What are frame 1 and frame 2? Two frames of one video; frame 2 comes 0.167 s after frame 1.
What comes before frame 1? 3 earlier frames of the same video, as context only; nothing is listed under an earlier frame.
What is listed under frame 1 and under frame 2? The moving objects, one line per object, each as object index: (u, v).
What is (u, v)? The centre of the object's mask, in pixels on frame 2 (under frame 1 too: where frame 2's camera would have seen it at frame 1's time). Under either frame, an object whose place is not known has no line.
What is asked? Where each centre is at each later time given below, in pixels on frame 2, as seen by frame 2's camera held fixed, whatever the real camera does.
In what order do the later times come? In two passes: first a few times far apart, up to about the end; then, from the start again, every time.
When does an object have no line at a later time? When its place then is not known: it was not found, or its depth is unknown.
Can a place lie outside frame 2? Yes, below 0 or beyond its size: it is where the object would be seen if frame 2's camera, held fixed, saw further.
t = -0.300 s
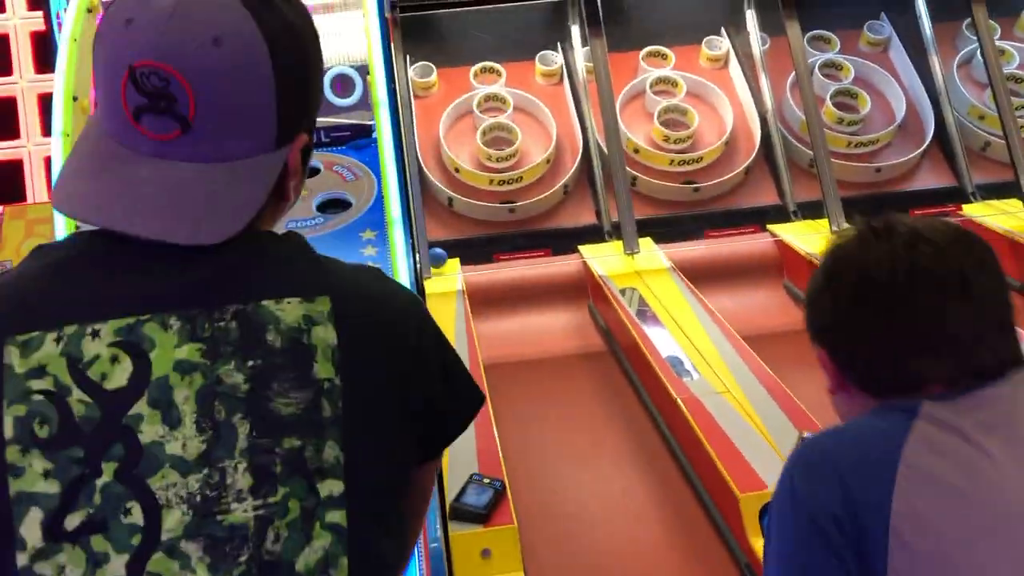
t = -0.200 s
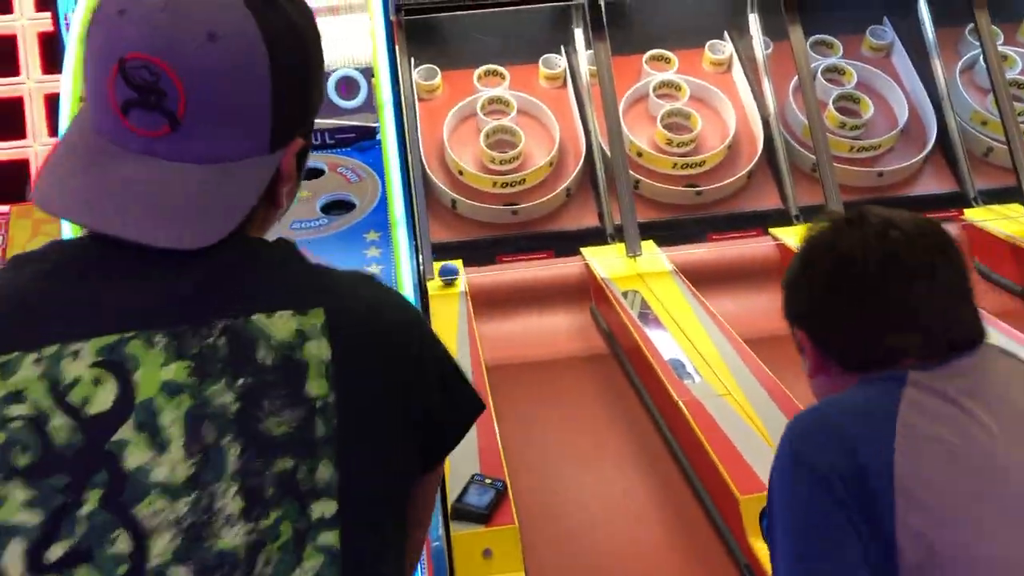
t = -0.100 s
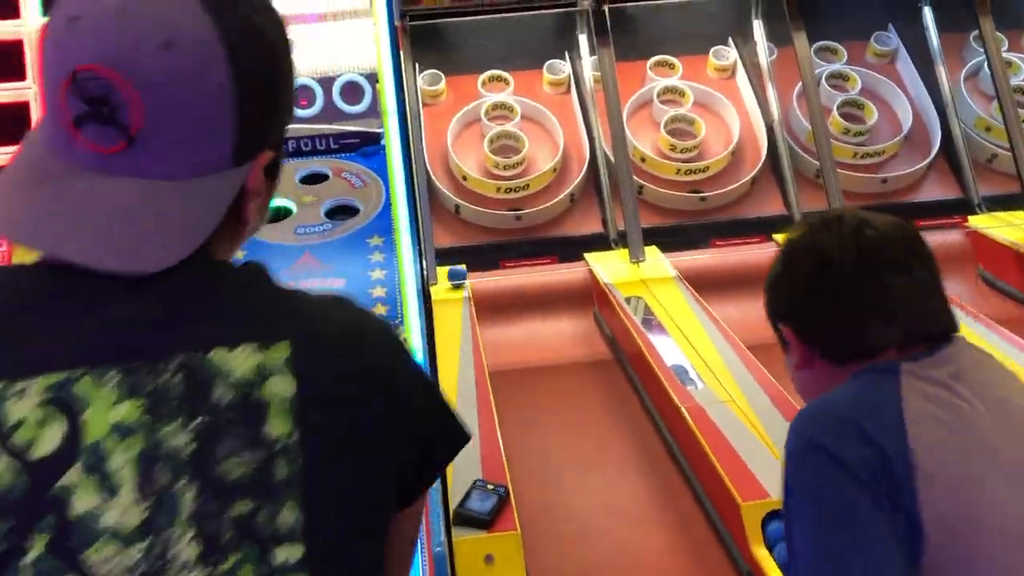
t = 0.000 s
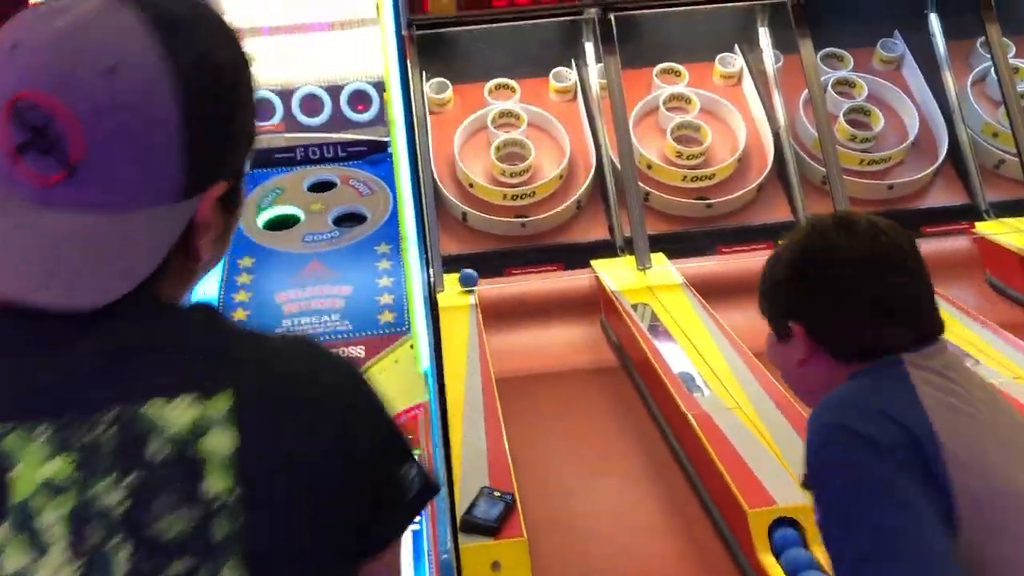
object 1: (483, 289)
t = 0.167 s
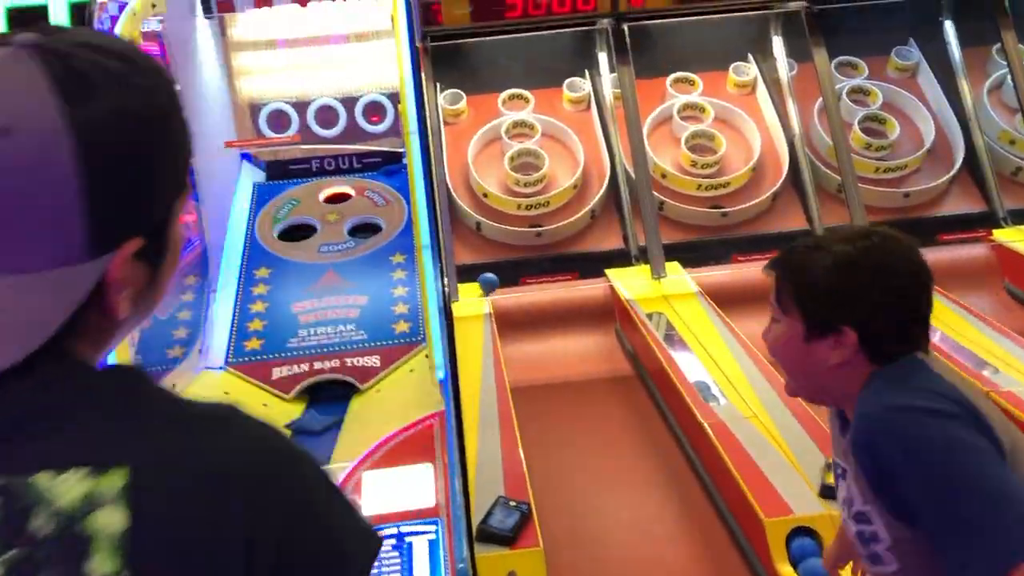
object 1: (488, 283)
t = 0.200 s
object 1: (490, 282)
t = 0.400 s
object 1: (508, 285)
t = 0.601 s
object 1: (522, 282)
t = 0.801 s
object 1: (538, 294)
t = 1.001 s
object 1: (563, 347)
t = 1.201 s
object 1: (589, 381)
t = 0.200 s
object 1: (490, 282)
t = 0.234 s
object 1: (492, 281)
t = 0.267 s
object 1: (495, 282)
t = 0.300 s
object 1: (498, 284)
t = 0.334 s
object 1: (502, 286)
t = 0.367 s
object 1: (505, 285)
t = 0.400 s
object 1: (508, 285)
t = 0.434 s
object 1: (510, 284)
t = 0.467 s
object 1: (513, 283)
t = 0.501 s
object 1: (515, 283)
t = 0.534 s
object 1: (517, 282)
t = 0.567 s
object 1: (520, 282)
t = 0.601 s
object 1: (522, 282)
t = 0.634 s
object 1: (525, 283)
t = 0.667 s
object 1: (528, 284)
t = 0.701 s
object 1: (530, 285)
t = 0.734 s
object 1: (533, 290)
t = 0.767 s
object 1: (536, 292)
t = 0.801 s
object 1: (538, 294)
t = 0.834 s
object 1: (542, 301)
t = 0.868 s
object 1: (547, 309)
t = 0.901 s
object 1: (551, 319)
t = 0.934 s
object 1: (555, 333)
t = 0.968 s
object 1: (559, 340)
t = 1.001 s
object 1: (563, 347)
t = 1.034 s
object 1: (567, 354)
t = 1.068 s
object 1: (572, 358)
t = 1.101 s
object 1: (575, 364)
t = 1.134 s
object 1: (580, 369)
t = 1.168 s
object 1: (585, 375)
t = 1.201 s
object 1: (589, 381)
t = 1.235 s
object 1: (594, 386)
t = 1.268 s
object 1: (599, 392)
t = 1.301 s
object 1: (605, 399)
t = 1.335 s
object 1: (610, 406)
